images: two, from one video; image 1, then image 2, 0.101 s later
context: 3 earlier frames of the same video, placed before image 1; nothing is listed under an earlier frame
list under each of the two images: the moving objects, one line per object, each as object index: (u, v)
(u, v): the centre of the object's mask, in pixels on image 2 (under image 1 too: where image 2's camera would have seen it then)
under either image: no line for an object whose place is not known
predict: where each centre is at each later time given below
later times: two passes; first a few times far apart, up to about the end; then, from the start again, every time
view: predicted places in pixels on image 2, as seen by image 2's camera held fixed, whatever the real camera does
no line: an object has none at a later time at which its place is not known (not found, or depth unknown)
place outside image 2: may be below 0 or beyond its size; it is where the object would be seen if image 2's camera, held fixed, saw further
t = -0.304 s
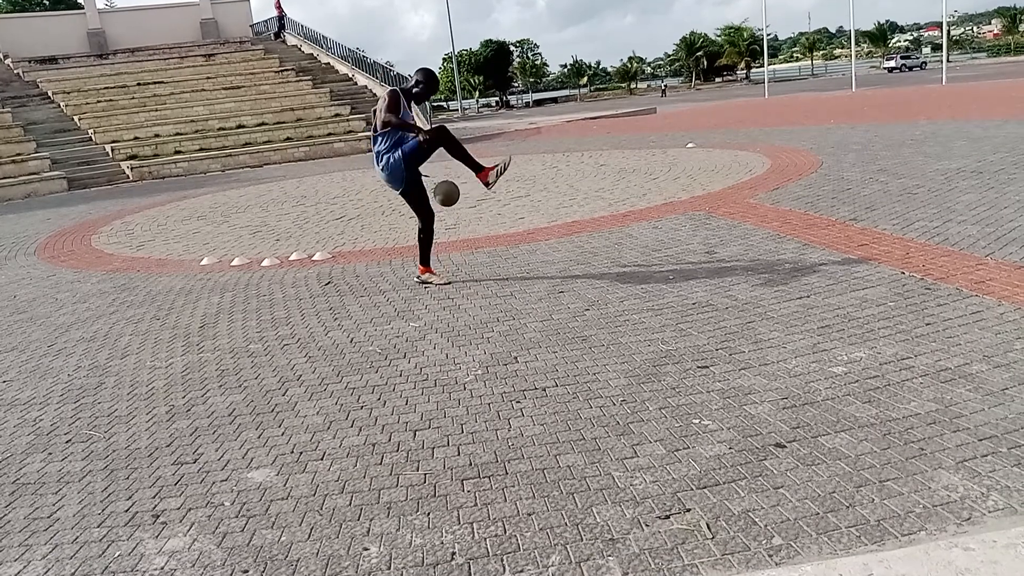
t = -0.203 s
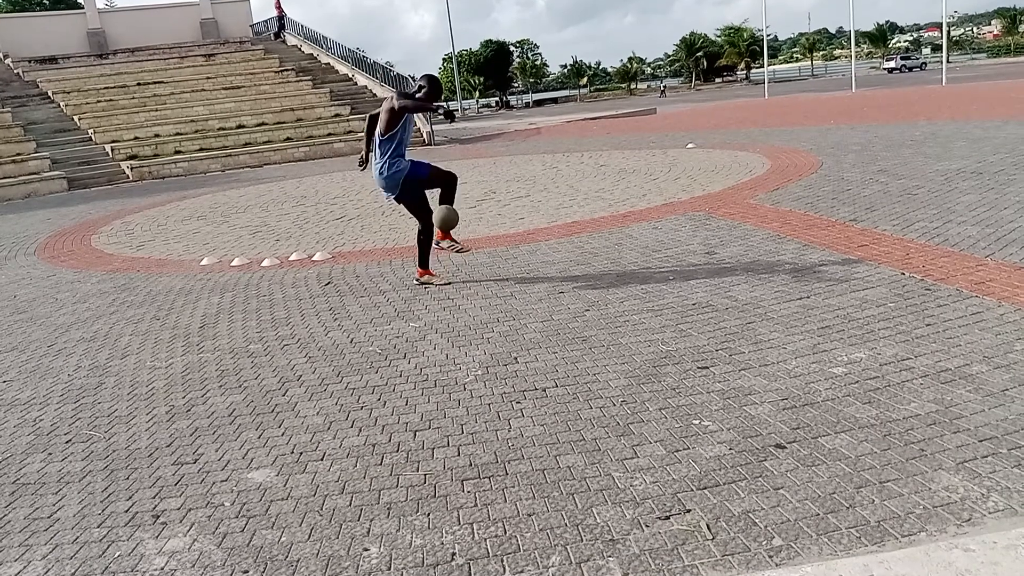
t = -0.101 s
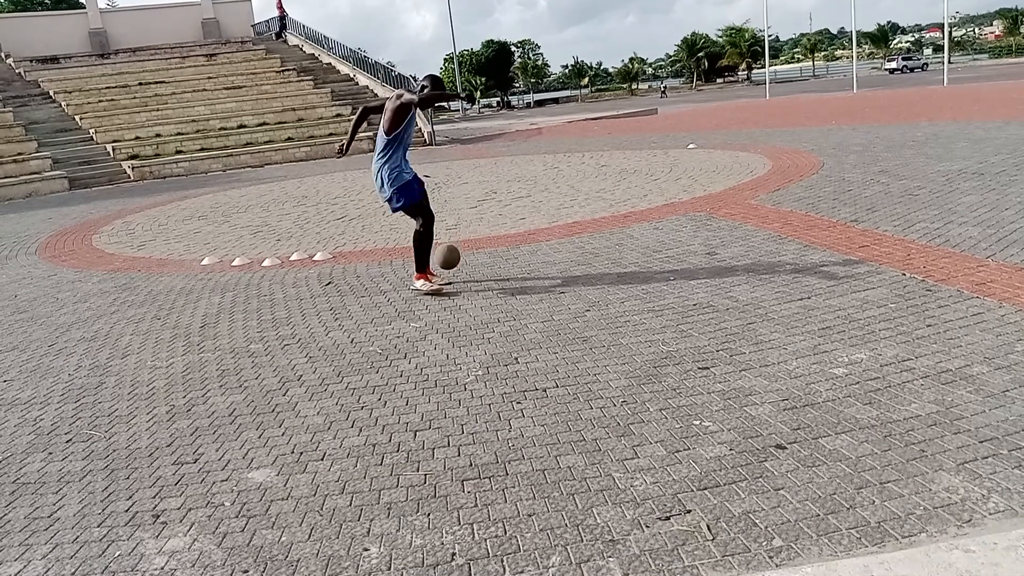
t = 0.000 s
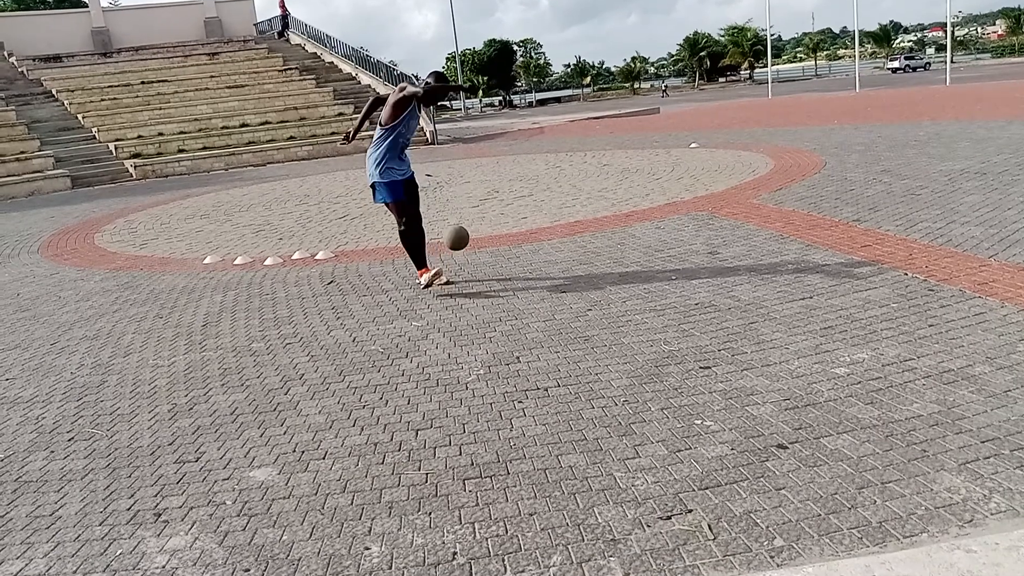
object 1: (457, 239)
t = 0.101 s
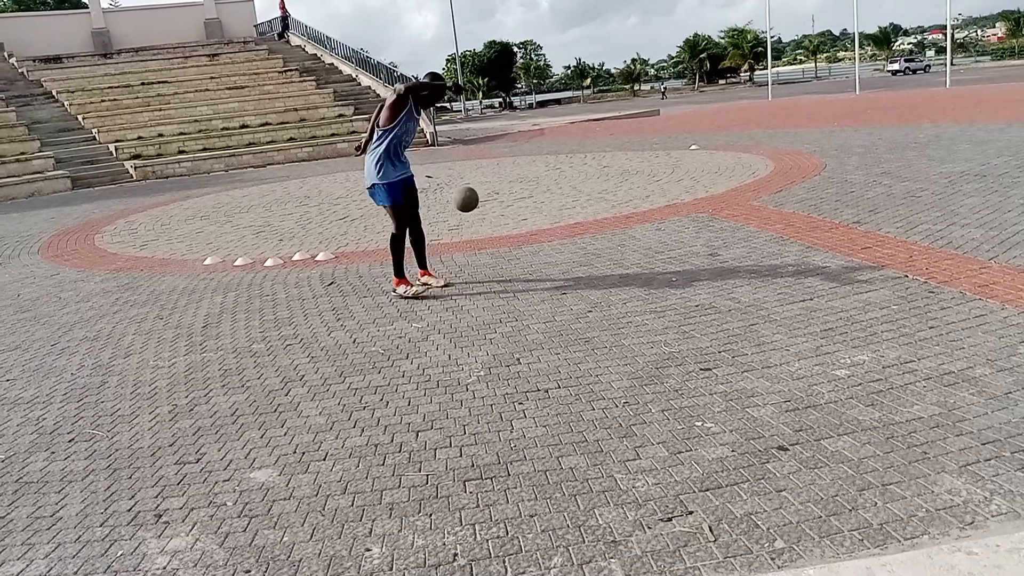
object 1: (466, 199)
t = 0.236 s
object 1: (481, 169)
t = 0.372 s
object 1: (498, 164)
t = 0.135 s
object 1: (470, 189)
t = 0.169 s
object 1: (474, 181)
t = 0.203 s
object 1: (477, 174)
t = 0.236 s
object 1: (481, 169)
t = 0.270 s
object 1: (485, 165)
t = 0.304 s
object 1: (489, 164)
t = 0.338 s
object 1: (494, 163)
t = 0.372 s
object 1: (498, 164)
